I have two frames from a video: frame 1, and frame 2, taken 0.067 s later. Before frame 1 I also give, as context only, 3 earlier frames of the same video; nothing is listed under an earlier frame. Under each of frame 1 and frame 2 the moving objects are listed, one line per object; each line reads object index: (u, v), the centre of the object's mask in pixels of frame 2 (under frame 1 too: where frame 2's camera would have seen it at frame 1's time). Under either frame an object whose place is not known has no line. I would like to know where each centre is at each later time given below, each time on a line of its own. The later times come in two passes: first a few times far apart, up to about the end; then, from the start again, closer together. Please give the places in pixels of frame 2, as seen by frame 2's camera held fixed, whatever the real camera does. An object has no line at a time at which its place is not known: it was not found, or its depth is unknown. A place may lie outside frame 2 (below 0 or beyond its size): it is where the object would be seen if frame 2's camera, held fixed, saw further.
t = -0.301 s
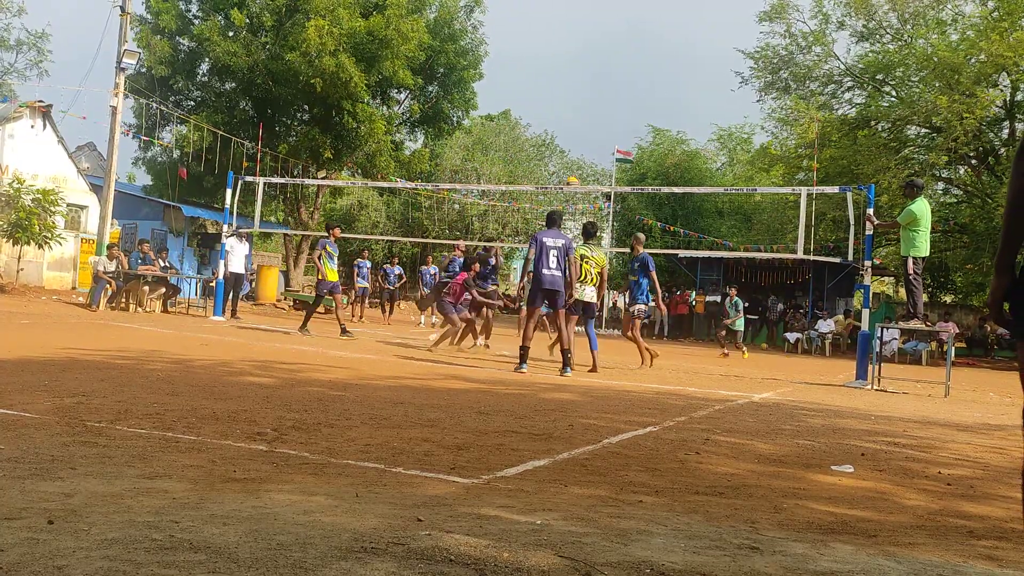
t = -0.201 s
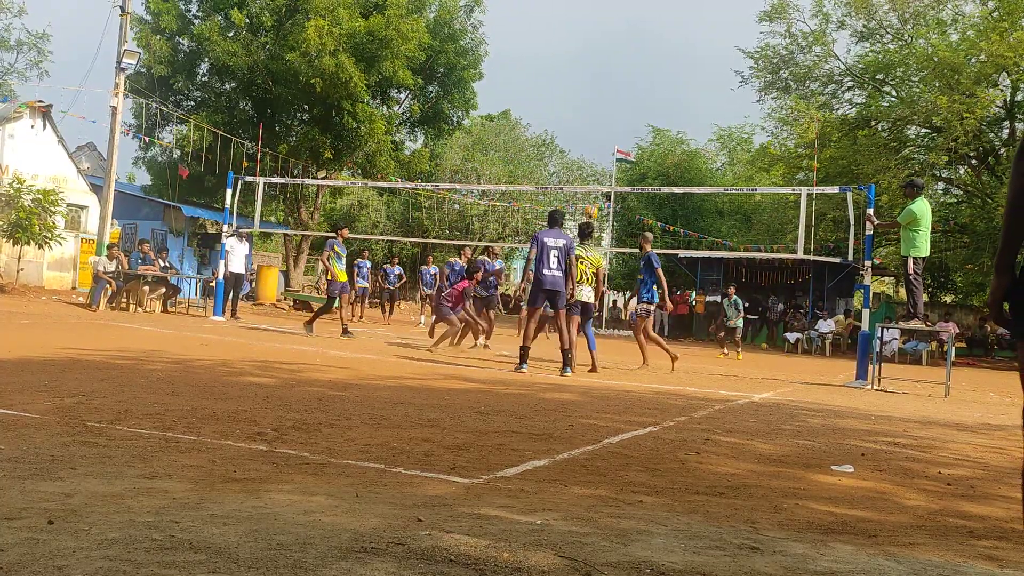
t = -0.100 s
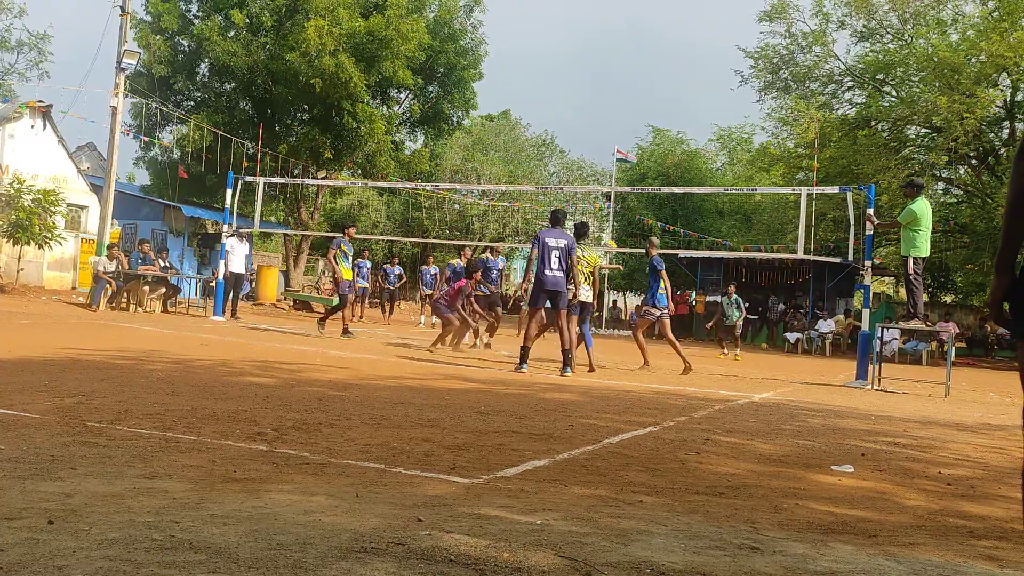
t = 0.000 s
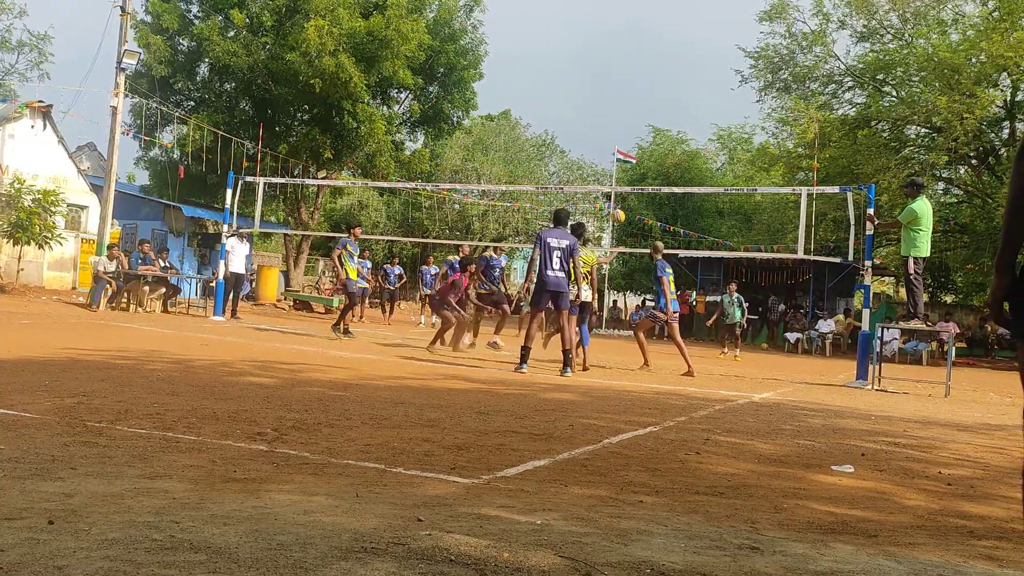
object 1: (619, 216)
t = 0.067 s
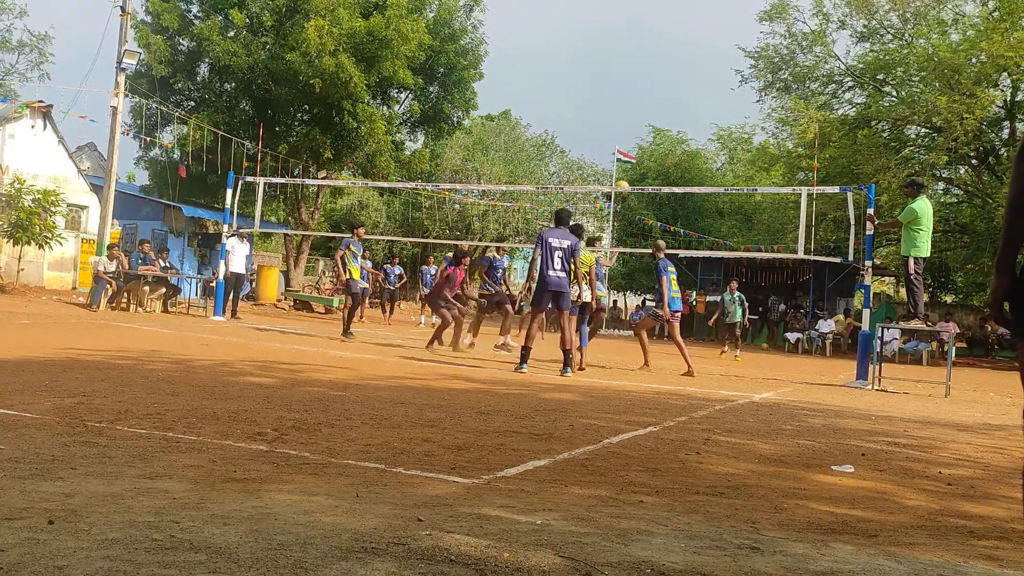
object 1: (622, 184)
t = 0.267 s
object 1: (632, 118)
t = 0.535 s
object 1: (644, 65)
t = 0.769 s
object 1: (651, 56)
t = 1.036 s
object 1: (658, 88)
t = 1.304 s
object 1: (661, 167)
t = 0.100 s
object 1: (624, 174)
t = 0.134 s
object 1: (626, 162)
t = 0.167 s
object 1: (627, 149)
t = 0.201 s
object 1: (629, 139)
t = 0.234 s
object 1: (630, 128)
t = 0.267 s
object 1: (632, 118)
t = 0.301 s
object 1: (633, 109)
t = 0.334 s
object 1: (635, 101)
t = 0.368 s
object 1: (636, 93)
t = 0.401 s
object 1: (638, 86)
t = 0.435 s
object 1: (640, 80)
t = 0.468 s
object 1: (641, 74)
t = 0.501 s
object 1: (642, 69)
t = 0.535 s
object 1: (644, 65)
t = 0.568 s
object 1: (645, 62)
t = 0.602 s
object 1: (646, 59)
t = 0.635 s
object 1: (647, 58)
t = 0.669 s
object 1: (649, 56)
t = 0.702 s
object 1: (649, 56)
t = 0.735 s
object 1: (650, 56)
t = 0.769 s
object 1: (651, 56)
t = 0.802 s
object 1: (652, 58)
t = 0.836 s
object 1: (653, 60)
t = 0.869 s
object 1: (654, 63)
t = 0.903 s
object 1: (655, 66)
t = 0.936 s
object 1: (655, 71)
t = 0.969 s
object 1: (656, 76)
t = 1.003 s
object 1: (657, 81)
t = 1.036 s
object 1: (658, 88)
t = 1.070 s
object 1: (658, 96)
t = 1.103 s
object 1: (659, 104)
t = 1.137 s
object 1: (659, 113)
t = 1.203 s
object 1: (659, 132)
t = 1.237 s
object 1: (660, 142)
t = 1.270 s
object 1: (661, 154)
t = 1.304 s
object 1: (661, 167)
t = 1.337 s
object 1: (661, 179)
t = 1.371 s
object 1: (661, 196)
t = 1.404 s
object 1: (661, 208)
